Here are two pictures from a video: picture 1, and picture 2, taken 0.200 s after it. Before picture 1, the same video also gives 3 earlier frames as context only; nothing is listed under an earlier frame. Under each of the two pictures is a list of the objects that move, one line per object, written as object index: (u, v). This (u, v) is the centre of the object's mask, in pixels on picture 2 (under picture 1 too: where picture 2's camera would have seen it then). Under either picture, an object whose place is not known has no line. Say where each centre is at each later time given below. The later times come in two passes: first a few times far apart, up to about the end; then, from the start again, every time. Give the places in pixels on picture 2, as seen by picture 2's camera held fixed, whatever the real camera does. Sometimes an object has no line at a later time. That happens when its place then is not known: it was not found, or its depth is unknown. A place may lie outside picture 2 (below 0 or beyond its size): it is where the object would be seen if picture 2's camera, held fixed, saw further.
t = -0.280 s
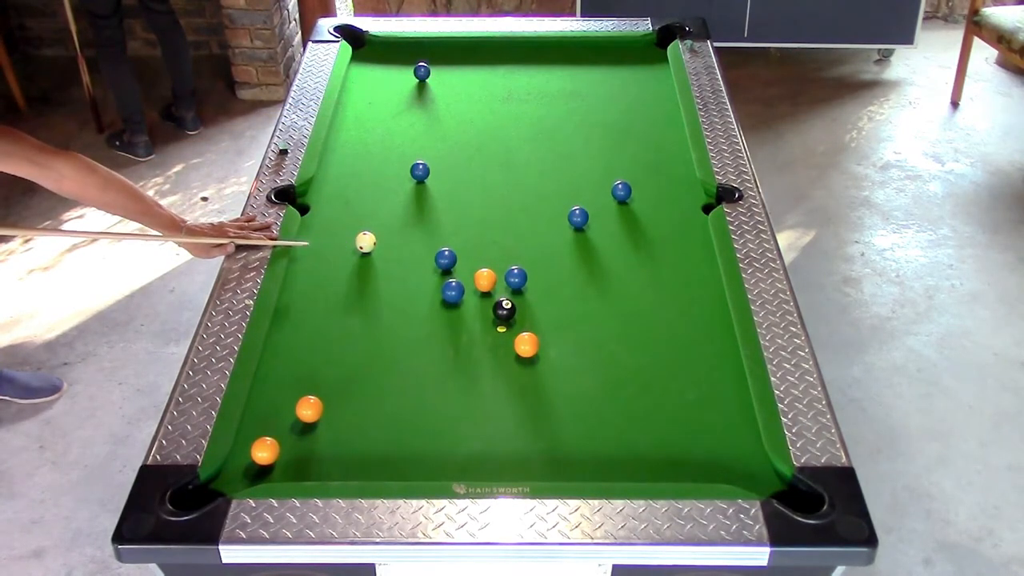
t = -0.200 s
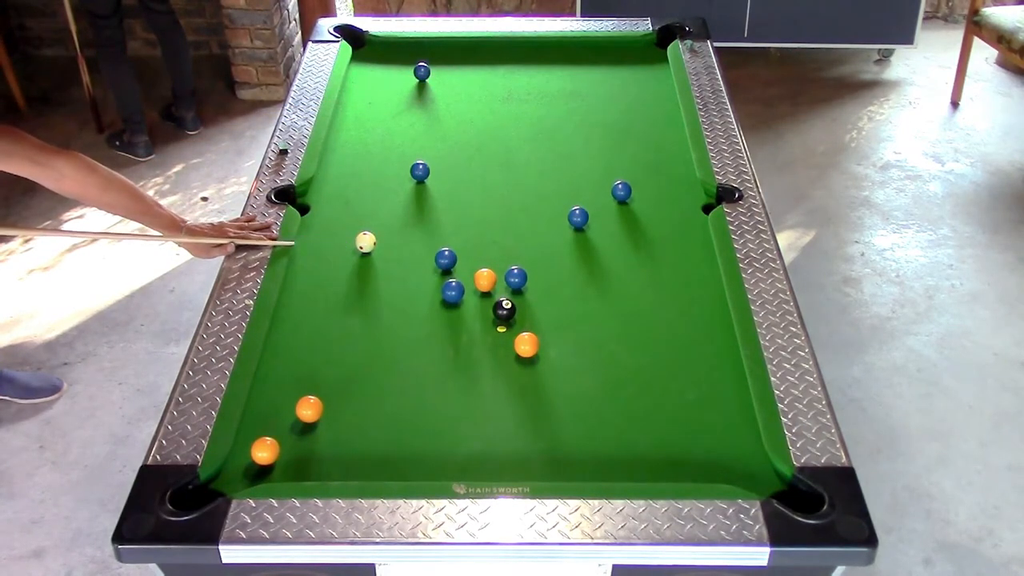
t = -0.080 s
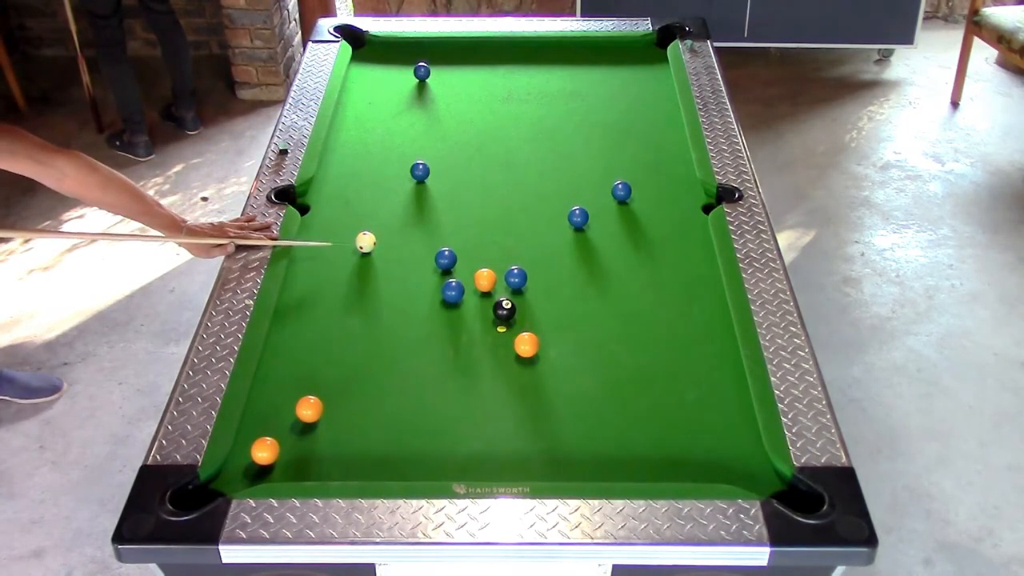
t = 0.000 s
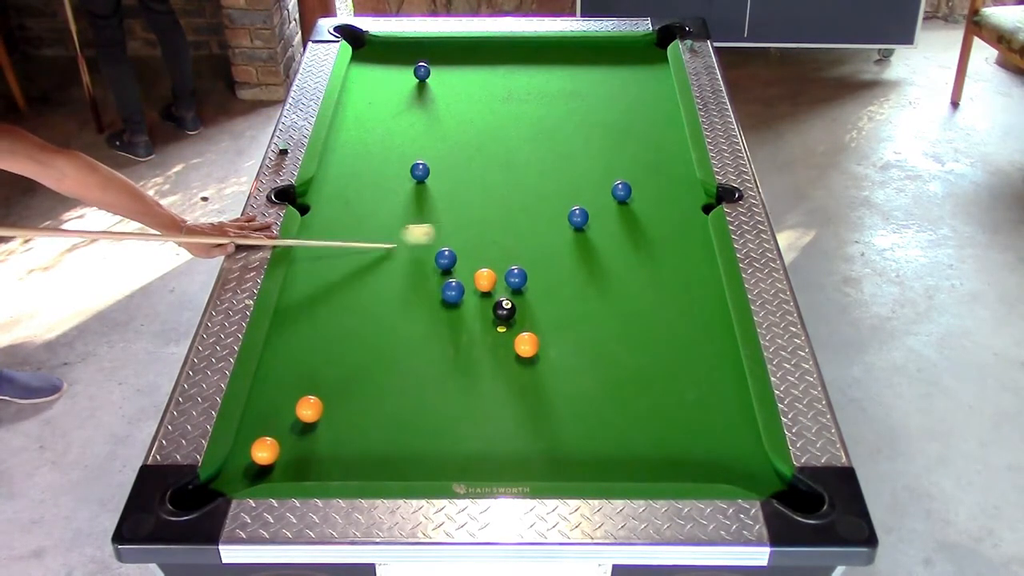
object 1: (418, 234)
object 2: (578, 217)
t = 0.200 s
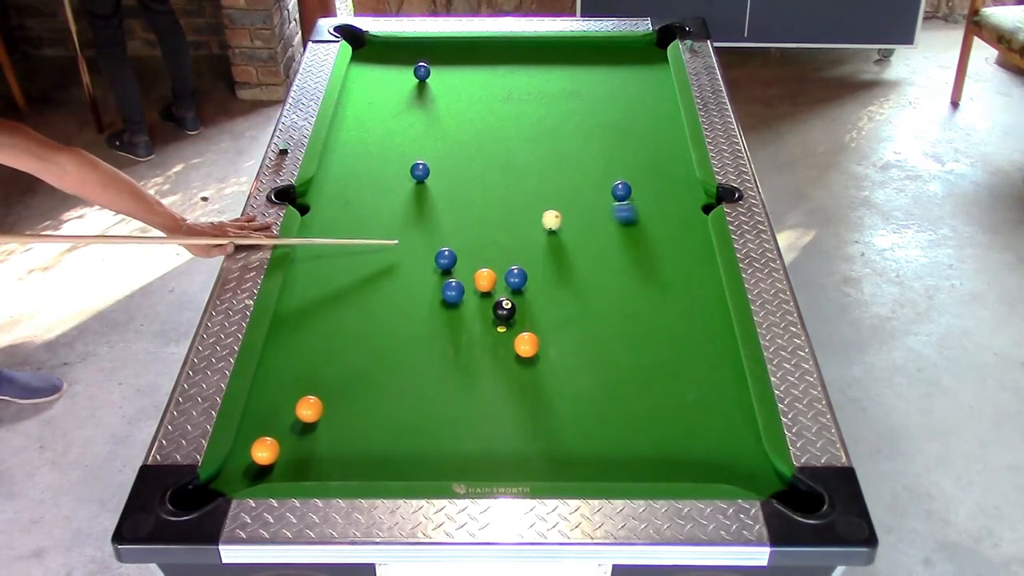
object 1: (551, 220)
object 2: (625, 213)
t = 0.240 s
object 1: (547, 220)
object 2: (653, 209)
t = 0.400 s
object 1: (530, 222)
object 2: (717, 198)
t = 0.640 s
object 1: (507, 224)
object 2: (710, 205)
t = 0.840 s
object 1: (490, 225)
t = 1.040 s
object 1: (475, 227)
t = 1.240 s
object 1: (462, 228)
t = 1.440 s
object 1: (450, 229)
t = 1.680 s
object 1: (439, 230)
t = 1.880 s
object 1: (432, 231)
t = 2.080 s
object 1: (427, 232)
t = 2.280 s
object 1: (424, 232)
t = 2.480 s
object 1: (424, 232)
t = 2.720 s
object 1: (426, 232)
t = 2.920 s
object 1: (426, 232)
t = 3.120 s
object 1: (426, 232)
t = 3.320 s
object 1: (426, 232)
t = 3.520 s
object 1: (426, 232)
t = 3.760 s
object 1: (426, 232)
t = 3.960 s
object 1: (426, 232)
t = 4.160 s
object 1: (426, 232)
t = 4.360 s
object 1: (426, 232)
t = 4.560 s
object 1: (426, 232)
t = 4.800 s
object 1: (426, 232)
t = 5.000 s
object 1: (426, 232)
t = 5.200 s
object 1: (426, 232)
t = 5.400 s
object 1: (426, 232)
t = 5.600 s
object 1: (426, 232)
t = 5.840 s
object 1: (426, 232)
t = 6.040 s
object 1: (426, 232)
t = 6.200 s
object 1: (426, 232)
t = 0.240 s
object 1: (547, 220)
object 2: (653, 209)
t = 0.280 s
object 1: (542, 221)
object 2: (680, 206)
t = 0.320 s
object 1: (538, 221)
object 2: (704, 203)
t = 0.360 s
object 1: (534, 221)
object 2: (724, 198)
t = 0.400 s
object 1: (530, 222)
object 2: (717, 198)
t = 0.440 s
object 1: (526, 222)
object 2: (709, 201)
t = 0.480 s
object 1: (522, 223)
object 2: (708, 203)
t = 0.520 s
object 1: (518, 223)
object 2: (709, 204)
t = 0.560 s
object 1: (514, 223)
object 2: (709, 204)
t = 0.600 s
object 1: (510, 223)
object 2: (709, 204)
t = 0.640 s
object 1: (507, 224)
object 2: (710, 205)
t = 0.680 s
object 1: (503, 224)
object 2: (710, 208)
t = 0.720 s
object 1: (500, 224)
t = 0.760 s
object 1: (496, 225)
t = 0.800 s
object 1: (493, 225)
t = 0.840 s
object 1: (490, 225)
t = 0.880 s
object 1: (487, 225)
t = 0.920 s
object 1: (484, 226)
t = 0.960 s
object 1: (481, 226)
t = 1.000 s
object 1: (478, 226)
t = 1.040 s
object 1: (475, 227)
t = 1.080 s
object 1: (472, 227)
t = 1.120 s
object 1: (469, 227)
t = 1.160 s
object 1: (467, 227)
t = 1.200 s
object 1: (464, 228)
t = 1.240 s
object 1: (462, 228)
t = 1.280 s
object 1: (459, 228)
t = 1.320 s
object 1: (457, 228)
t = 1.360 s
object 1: (455, 228)
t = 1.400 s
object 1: (453, 229)
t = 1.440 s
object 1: (450, 229)
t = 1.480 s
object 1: (448, 229)
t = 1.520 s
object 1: (446, 229)
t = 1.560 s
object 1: (444, 229)
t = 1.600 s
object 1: (442, 229)
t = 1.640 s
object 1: (441, 230)
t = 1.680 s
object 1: (439, 230)
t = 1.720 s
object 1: (438, 230)
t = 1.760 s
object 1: (437, 230)
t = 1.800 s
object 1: (435, 230)
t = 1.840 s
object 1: (434, 231)
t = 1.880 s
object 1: (432, 231)
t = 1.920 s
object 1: (431, 231)
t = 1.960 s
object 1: (430, 231)
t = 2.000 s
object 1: (429, 231)
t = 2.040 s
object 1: (428, 232)
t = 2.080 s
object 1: (427, 232)
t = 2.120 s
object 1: (426, 232)
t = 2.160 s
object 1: (426, 232)
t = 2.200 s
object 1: (425, 232)
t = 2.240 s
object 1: (425, 232)
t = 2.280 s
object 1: (424, 232)
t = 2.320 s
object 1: (424, 232)
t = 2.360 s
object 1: (424, 232)
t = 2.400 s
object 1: (424, 233)
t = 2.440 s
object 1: (424, 232)
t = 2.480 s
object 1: (424, 232)
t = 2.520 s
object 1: (425, 232)
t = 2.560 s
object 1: (425, 232)
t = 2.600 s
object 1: (425, 232)
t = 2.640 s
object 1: (425, 232)
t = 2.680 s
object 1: (425, 232)
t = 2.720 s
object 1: (426, 232)
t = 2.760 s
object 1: (426, 232)
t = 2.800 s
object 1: (426, 232)
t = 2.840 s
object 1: (426, 232)
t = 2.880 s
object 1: (426, 232)
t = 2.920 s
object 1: (426, 232)
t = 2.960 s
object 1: (426, 232)
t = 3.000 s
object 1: (426, 232)
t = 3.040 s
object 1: (426, 232)
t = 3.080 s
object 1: (426, 232)
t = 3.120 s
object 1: (426, 232)
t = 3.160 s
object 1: (426, 232)
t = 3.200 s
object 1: (426, 232)
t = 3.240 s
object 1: (426, 232)
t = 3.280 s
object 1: (426, 232)
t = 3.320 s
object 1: (426, 232)
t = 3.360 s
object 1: (426, 232)
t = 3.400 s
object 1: (426, 232)
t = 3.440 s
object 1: (426, 232)
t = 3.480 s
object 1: (426, 232)
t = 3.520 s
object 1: (426, 232)
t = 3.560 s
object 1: (426, 232)
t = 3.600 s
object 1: (426, 232)
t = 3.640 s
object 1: (426, 232)
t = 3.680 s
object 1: (426, 232)
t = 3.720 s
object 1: (426, 232)
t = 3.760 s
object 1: (426, 232)
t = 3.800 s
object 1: (426, 232)
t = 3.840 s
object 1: (426, 232)
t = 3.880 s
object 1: (426, 232)
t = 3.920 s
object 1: (426, 232)
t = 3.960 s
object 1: (426, 232)
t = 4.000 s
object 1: (426, 232)
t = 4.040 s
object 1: (426, 232)
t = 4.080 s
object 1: (426, 232)
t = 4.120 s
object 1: (426, 232)
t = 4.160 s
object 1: (426, 232)
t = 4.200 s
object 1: (426, 232)
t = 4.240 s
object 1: (426, 232)
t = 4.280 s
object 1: (426, 232)
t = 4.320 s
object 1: (426, 232)
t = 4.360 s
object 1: (426, 232)
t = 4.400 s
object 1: (426, 232)
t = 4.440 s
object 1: (426, 232)
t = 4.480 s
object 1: (426, 232)
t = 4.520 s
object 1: (426, 232)
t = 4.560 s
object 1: (426, 232)
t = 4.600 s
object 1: (426, 232)
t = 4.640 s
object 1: (426, 232)
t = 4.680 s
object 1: (426, 232)
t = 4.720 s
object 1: (426, 232)
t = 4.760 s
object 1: (426, 232)
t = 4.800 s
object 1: (426, 232)
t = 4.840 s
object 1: (426, 232)
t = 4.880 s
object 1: (426, 232)
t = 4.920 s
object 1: (426, 232)
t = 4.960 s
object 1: (426, 232)
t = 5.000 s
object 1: (426, 232)
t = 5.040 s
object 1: (426, 232)
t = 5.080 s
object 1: (426, 232)
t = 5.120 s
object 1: (426, 232)
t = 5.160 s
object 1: (426, 232)
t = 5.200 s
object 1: (426, 232)
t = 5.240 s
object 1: (426, 232)
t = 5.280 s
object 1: (426, 232)
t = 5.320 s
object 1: (426, 232)
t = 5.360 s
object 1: (426, 232)
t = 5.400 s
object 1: (426, 232)
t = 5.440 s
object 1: (426, 232)
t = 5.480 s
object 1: (426, 232)
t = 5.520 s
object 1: (426, 232)
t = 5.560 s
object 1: (426, 232)
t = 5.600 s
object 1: (426, 232)
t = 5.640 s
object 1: (426, 232)
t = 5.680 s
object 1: (426, 232)
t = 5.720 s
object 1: (426, 232)
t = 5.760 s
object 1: (426, 232)
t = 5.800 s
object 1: (426, 232)
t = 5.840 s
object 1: (426, 232)
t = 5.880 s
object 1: (426, 232)
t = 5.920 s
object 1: (426, 232)
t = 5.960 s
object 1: (426, 232)
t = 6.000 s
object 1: (426, 232)
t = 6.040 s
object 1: (426, 232)
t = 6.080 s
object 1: (426, 232)
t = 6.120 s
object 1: (426, 232)
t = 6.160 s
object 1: (426, 232)
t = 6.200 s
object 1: (426, 232)
